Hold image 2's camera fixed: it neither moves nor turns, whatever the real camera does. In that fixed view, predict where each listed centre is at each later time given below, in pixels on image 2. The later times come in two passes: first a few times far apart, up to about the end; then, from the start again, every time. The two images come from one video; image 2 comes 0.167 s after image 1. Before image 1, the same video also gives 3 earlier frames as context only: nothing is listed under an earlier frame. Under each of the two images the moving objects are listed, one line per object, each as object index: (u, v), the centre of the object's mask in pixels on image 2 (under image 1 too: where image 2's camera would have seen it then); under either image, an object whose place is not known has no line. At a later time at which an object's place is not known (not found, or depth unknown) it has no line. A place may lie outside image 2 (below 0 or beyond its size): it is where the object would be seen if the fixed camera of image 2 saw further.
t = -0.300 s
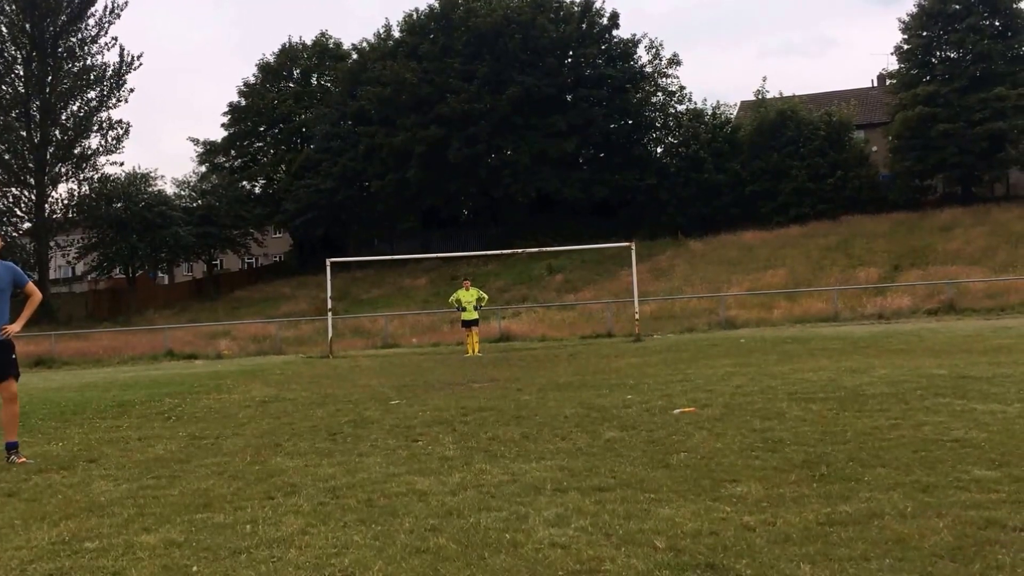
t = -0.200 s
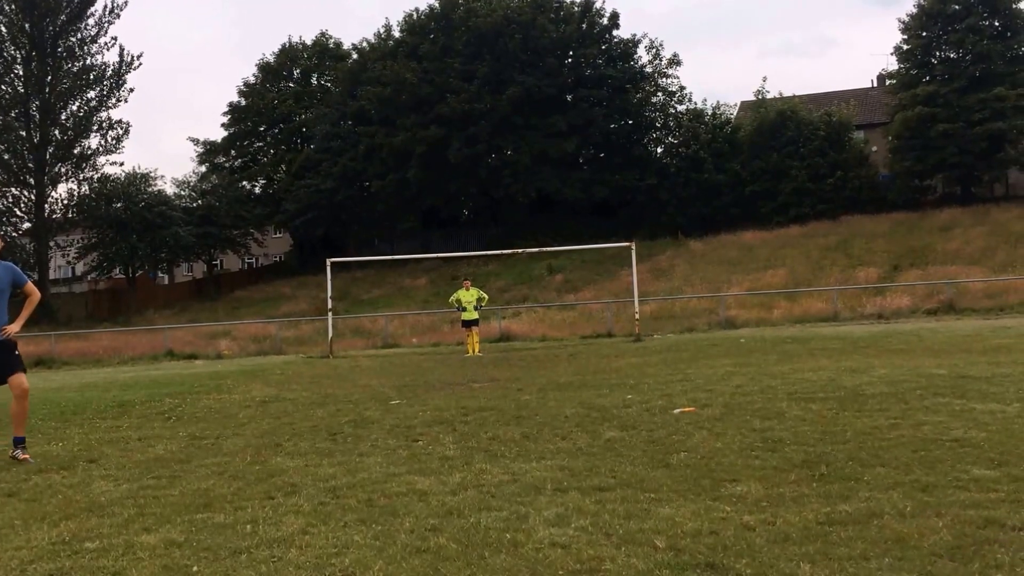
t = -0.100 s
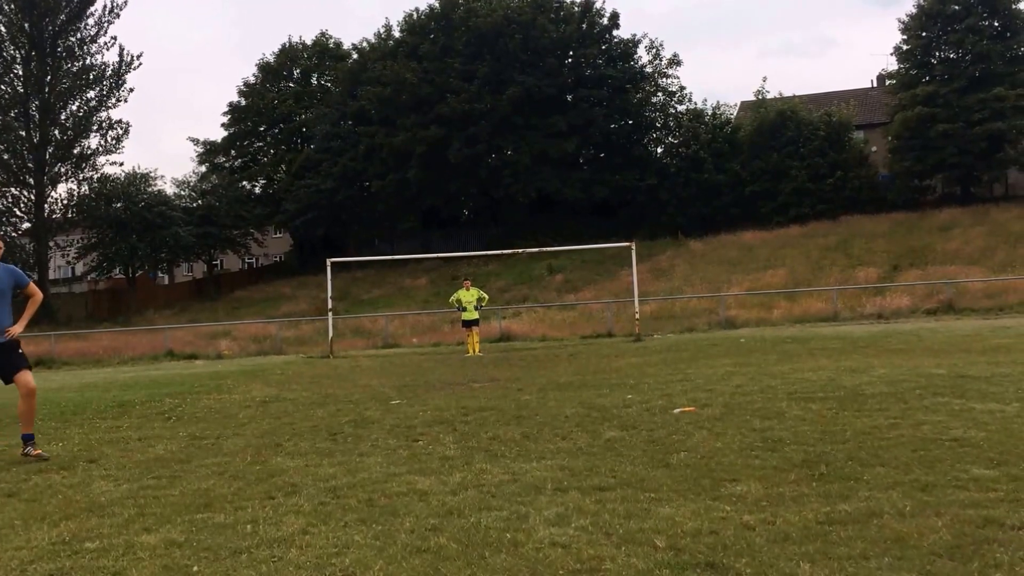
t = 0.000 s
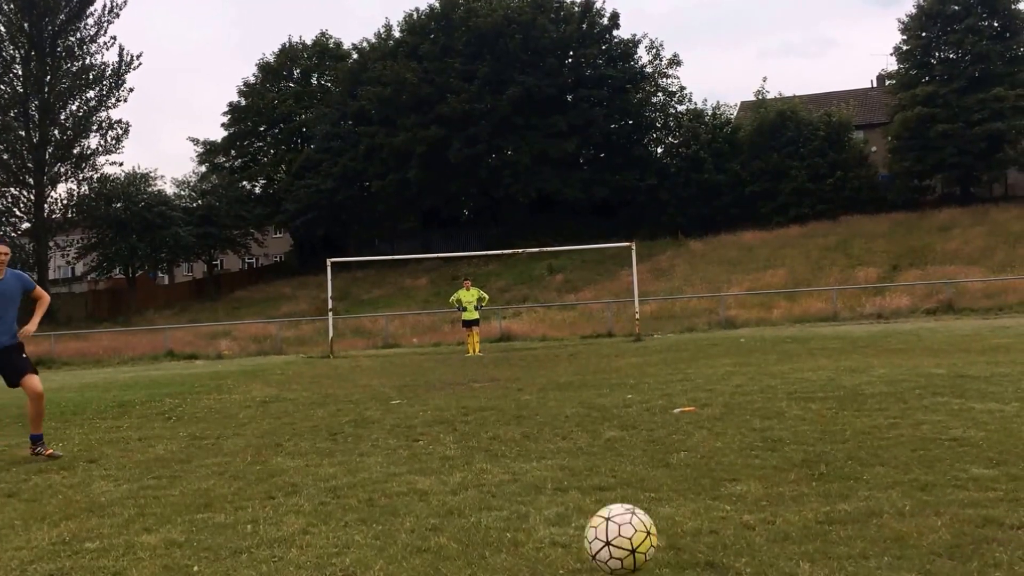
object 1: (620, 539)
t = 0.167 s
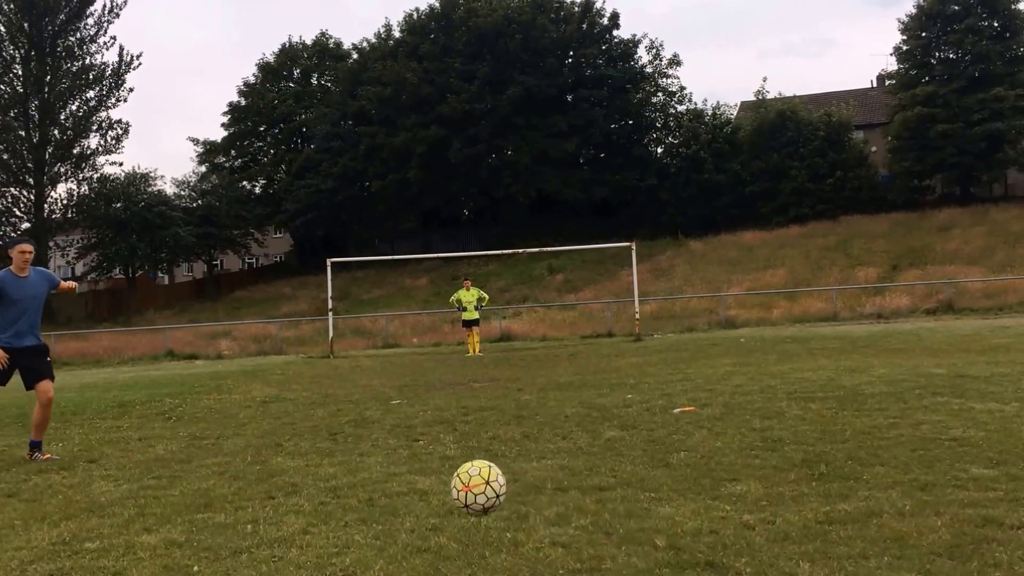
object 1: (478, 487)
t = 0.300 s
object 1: (406, 507)
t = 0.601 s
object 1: (307, 463)
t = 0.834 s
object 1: (256, 426)
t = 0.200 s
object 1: (458, 488)
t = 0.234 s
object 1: (439, 492)
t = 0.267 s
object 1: (422, 499)
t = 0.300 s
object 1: (406, 507)
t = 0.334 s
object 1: (391, 515)
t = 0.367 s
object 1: (378, 500)
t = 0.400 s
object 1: (365, 486)
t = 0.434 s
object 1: (354, 476)
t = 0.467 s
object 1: (343, 468)
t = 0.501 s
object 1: (333, 464)
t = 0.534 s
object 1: (324, 461)
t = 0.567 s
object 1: (315, 461)
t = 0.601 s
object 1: (307, 463)
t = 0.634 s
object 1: (299, 466)
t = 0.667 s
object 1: (291, 463)
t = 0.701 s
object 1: (283, 452)
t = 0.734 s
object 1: (276, 442)
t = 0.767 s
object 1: (269, 435)
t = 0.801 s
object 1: (262, 430)
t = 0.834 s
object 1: (256, 426)
